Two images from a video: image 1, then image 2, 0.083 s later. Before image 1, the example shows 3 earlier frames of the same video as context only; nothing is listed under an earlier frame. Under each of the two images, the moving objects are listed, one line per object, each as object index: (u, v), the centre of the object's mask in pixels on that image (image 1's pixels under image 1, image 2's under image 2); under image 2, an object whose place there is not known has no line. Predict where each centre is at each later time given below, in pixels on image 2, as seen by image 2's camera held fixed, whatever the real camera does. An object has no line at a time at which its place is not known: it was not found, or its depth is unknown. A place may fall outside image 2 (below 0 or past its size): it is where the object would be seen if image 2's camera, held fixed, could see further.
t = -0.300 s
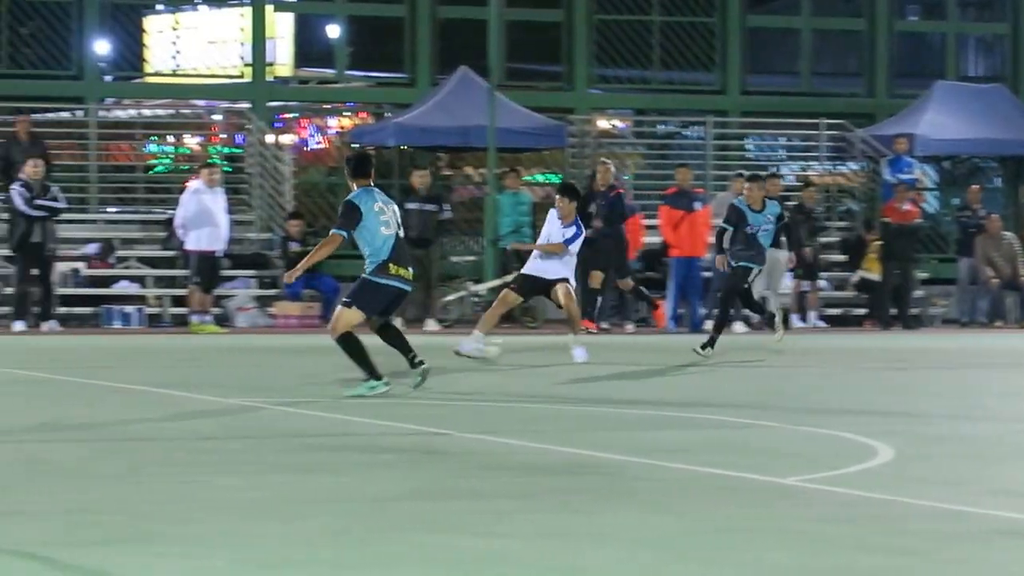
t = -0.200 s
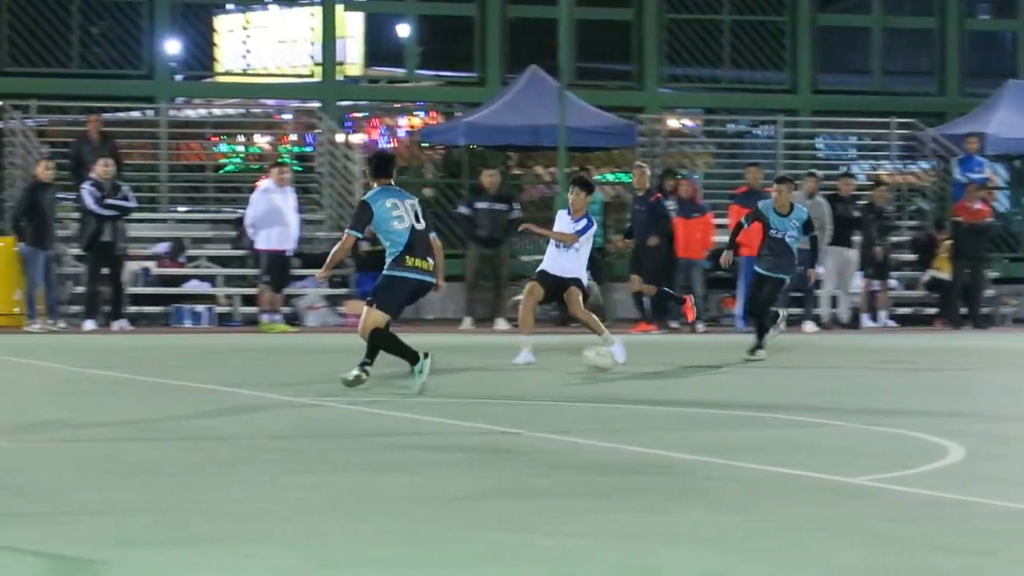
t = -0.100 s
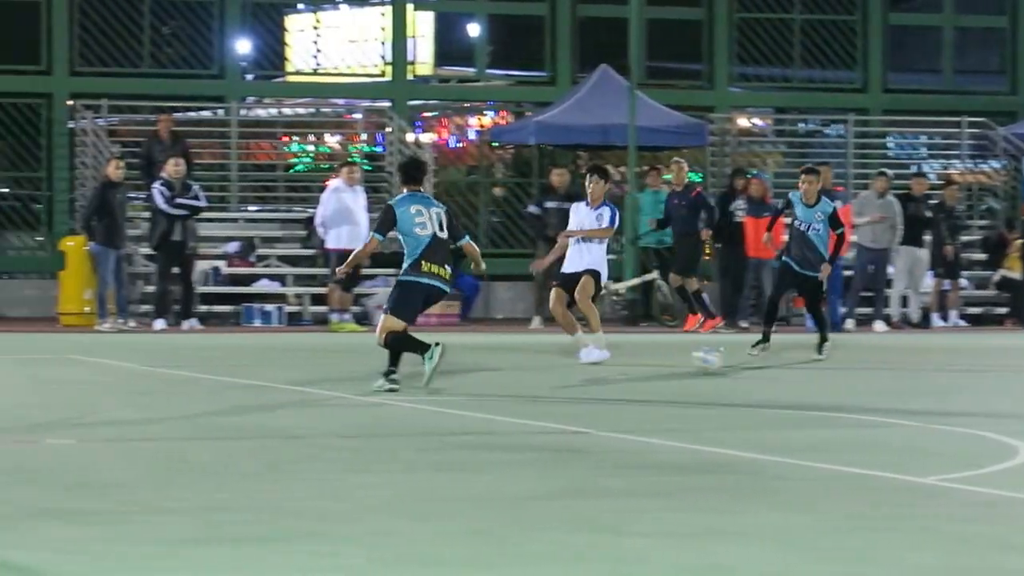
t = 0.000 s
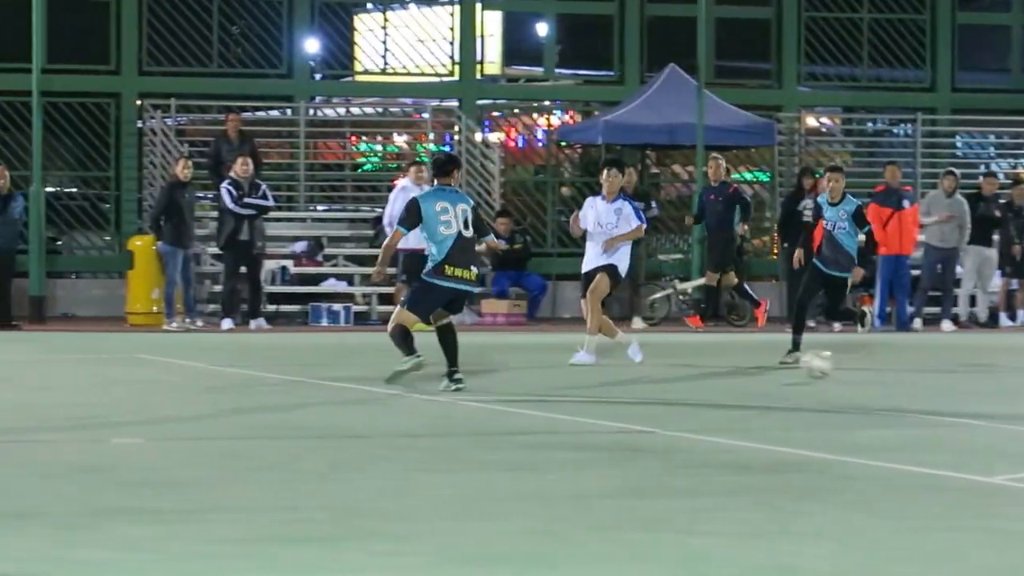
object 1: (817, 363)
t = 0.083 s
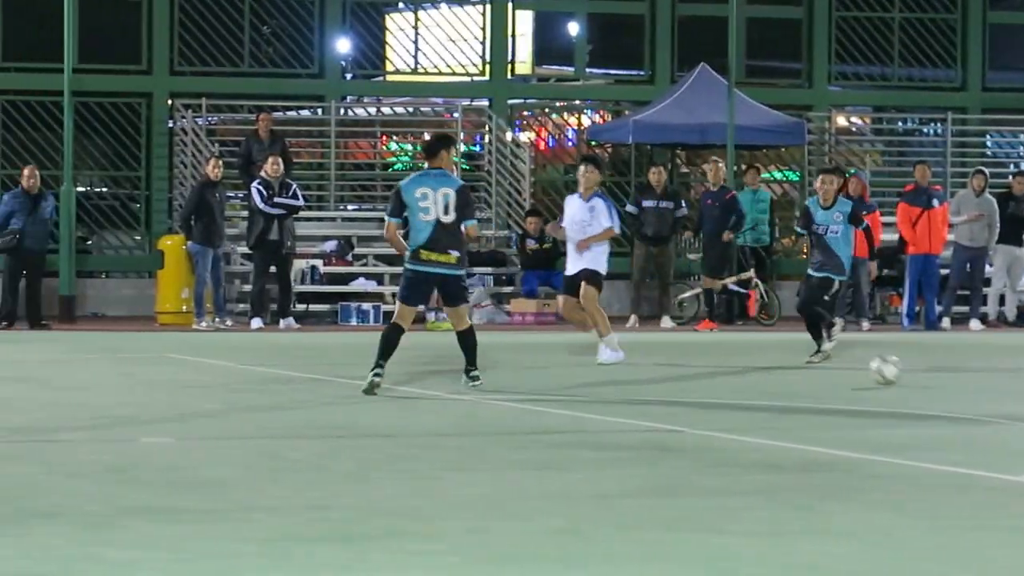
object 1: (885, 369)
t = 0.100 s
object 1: (885, 369)
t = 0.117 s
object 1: (897, 372)
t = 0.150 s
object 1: (908, 370)
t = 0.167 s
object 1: (909, 370)
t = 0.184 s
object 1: (920, 371)
